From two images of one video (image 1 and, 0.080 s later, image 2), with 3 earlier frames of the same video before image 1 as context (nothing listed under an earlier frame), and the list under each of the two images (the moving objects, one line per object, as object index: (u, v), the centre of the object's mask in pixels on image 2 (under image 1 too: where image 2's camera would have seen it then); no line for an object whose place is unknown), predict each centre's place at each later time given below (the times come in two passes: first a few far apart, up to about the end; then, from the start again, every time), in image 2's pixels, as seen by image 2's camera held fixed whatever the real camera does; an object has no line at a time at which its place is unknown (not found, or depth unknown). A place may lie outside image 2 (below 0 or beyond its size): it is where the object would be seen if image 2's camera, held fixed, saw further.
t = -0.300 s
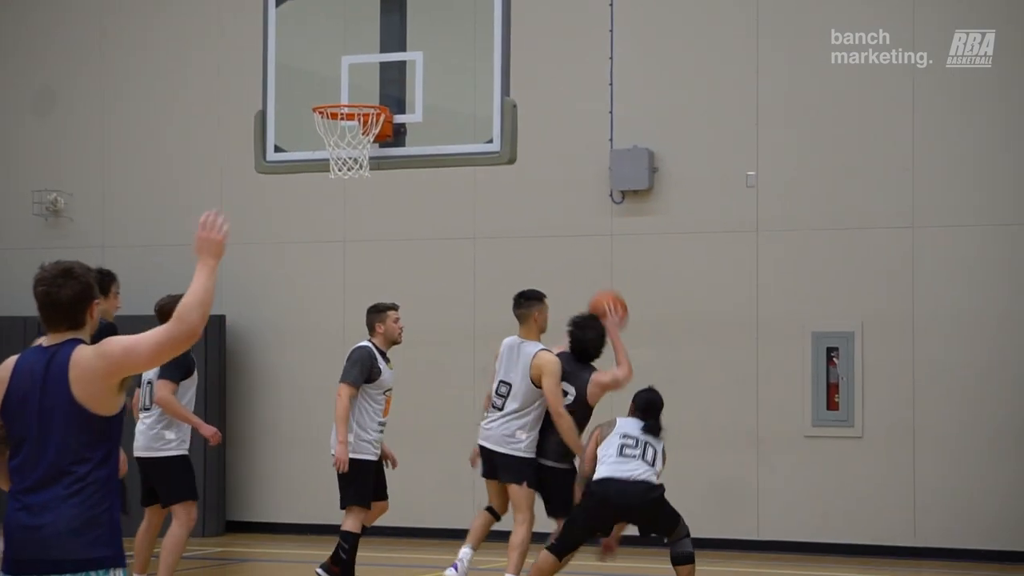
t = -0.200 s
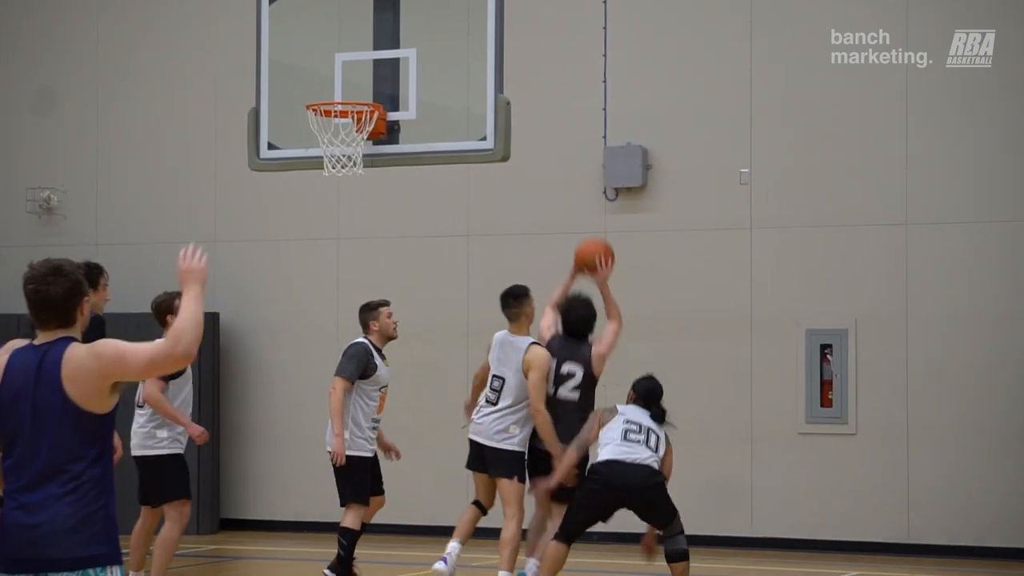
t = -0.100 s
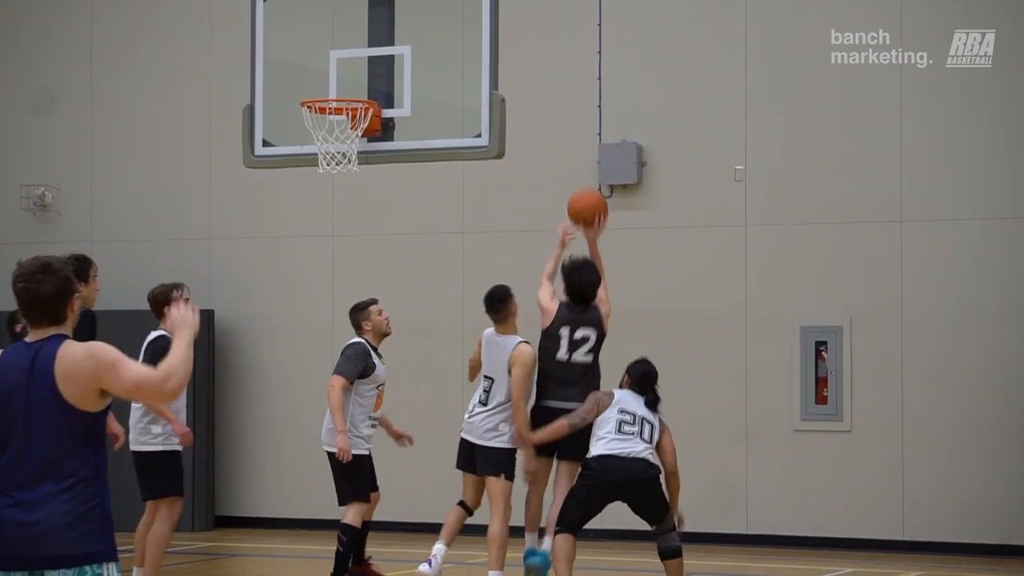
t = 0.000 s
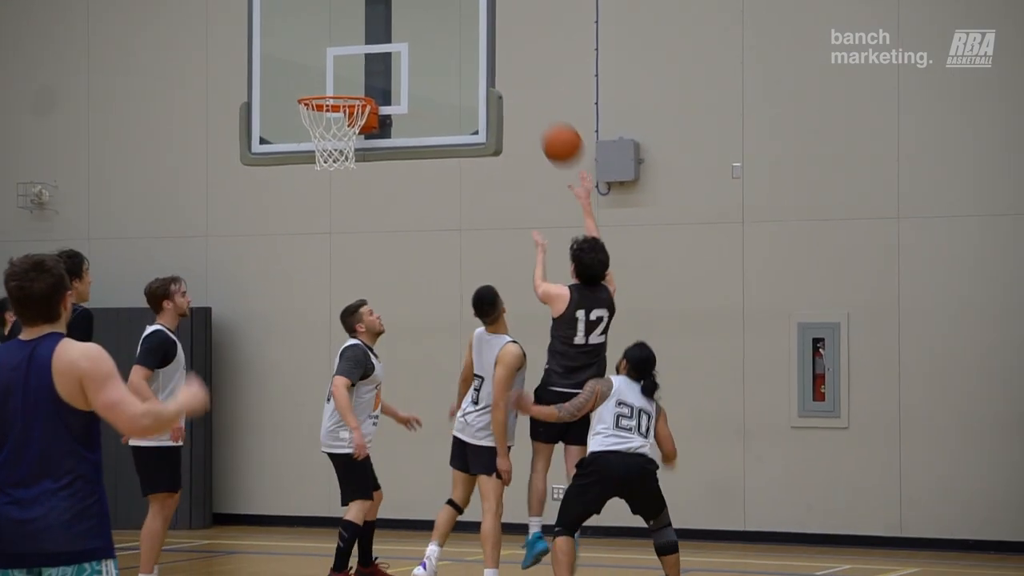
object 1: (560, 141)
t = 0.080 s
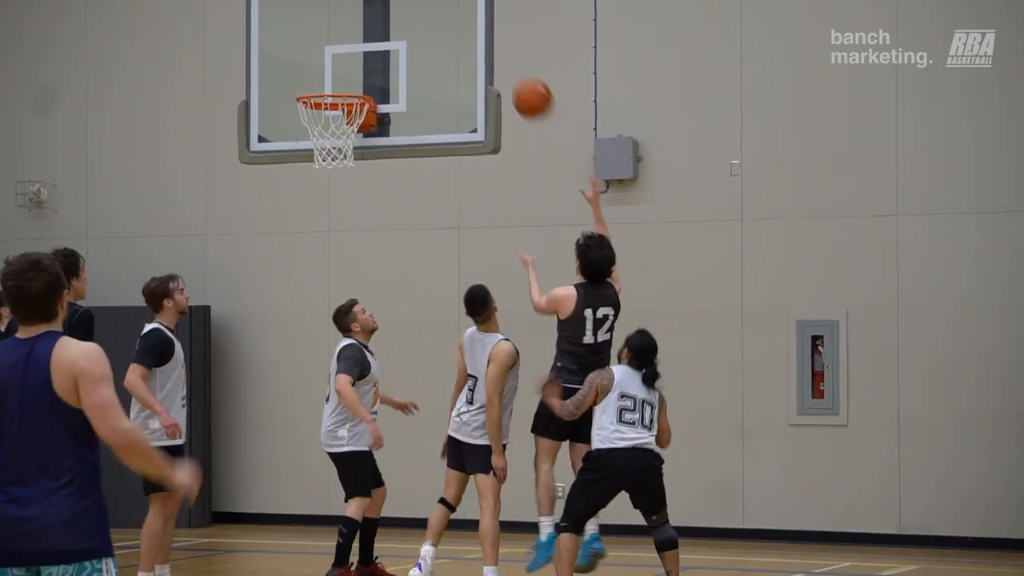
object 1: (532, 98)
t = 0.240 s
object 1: (478, 43)
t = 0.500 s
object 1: (396, 39)
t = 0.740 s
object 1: (317, 115)
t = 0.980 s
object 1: (307, 158)
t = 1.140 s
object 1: (309, 225)
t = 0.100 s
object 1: (525, 88)
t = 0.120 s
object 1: (518, 80)
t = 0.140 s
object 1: (512, 72)
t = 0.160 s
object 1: (505, 65)
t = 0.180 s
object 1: (498, 59)
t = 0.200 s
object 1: (492, 53)
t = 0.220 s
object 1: (485, 48)
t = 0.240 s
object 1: (478, 43)
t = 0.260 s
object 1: (471, 40)
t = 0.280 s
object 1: (465, 36)
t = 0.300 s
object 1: (458, 34)
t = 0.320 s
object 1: (452, 32)
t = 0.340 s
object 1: (446, 31)
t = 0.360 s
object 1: (439, 30)
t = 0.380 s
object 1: (433, 30)
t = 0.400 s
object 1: (427, 30)
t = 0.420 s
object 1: (421, 31)
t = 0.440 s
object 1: (414, 33)
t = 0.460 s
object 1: (409, 35)
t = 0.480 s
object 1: (403, 37)
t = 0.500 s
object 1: (396, 39)
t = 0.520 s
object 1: (390, 42)
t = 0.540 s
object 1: (384, 45)
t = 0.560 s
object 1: (377, 50)
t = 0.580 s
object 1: (371, 55)
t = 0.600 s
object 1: (364, 60)
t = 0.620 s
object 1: (358, 66)
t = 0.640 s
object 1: (351, 72)
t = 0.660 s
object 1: (345, 78)
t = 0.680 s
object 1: (338, 82)
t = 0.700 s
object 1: (331, 86)
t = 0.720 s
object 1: (325, 104)
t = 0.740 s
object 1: (317, 115)
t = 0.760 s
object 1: (313, 122)
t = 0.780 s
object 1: (309, 127)
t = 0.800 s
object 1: (306, 130)
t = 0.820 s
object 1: (305, 131)
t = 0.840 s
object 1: (304, 133)
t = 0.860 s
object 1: (307, 137)
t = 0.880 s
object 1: (307, 140)
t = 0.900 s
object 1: (306, 141)
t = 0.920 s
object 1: (306, 144)
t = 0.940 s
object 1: (307, 148)
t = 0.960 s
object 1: (307, 153)
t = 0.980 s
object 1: (307, 158)
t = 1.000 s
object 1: (307, 165)
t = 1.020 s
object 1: (308, 171)
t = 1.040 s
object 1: (308, 179)
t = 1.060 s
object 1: (308, 186)
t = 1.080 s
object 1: (308, 195)
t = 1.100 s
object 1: (308, 204)
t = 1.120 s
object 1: (309, 214)
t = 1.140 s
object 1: (309, 225)
